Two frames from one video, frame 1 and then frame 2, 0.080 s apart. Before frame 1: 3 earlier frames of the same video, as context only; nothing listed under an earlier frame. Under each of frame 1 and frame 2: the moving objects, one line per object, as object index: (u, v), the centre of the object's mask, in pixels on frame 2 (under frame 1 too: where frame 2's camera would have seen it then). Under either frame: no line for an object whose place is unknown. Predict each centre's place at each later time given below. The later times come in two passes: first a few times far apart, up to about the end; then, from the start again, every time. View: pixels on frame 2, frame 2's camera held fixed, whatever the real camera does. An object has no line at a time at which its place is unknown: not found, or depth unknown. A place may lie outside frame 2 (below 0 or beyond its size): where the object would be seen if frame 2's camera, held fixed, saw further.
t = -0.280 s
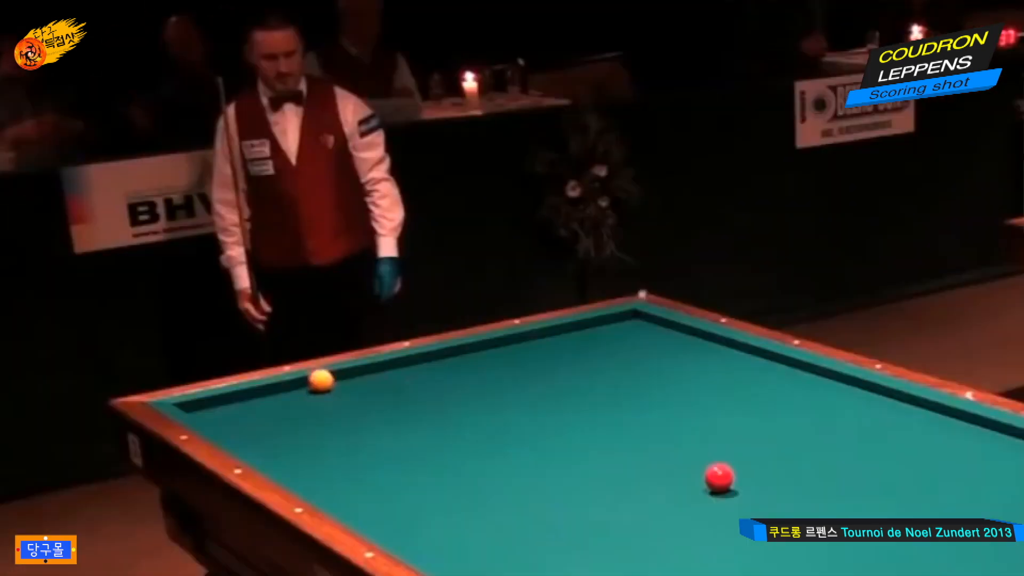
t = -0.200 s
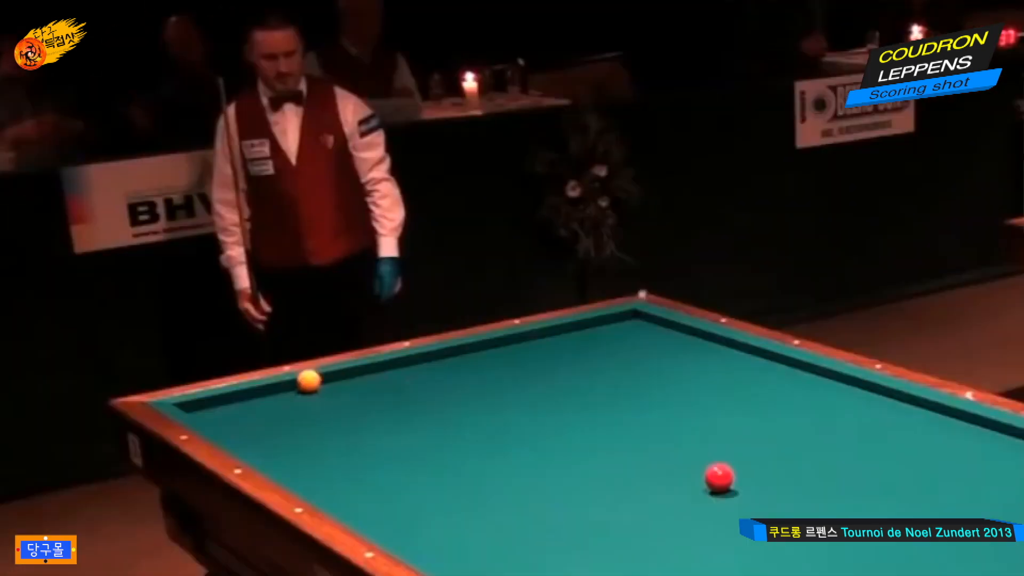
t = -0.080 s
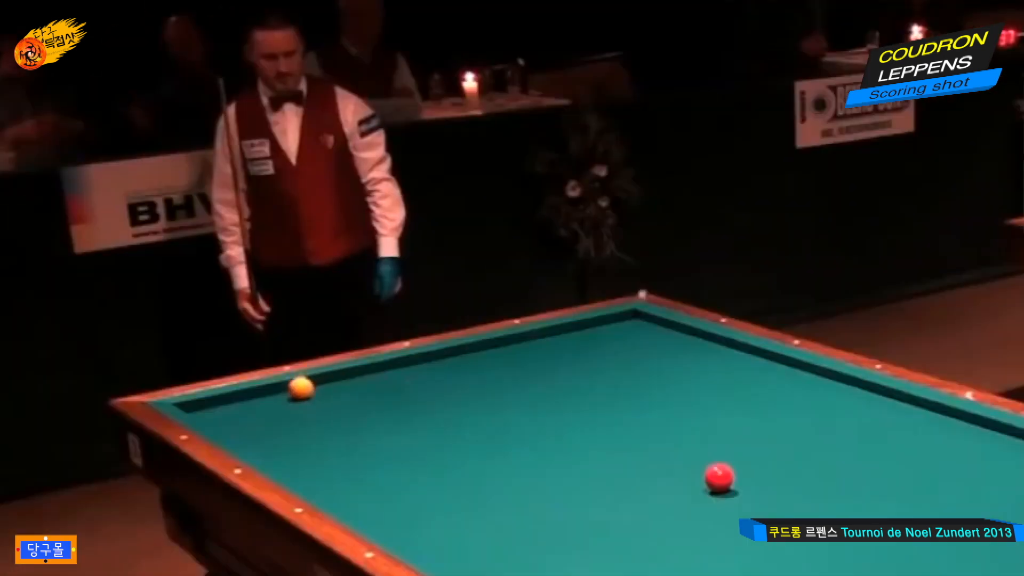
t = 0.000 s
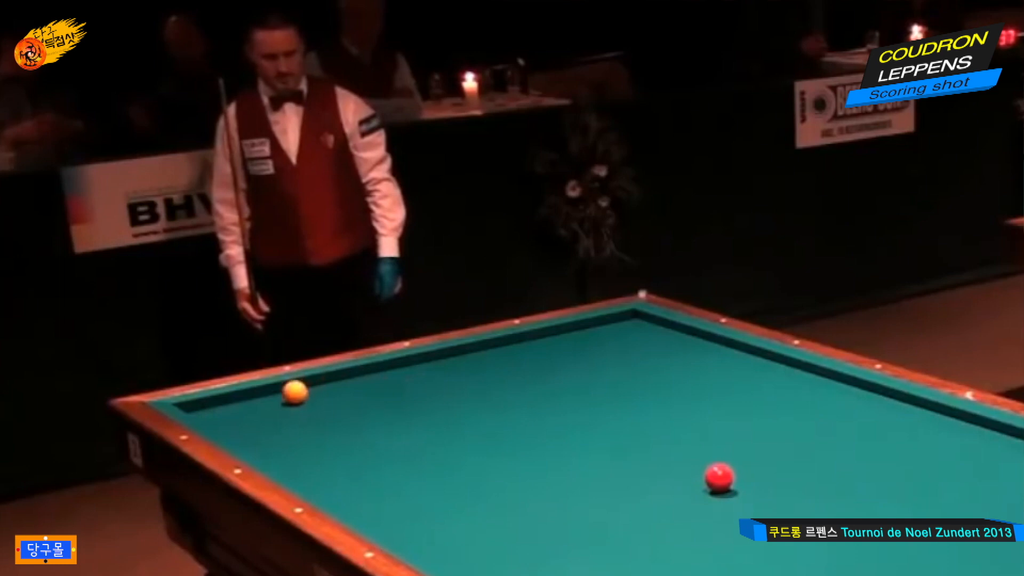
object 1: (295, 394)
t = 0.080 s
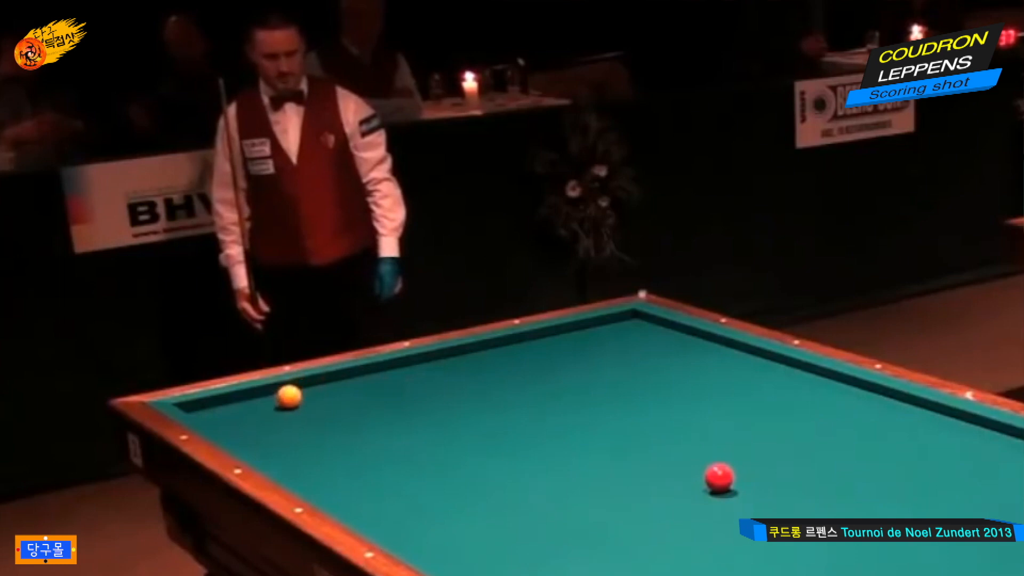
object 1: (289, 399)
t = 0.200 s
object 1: (280, 404)
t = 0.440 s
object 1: (262, 417)
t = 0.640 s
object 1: (247, 428)
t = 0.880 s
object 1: (250, 437)
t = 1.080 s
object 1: (274, 439)
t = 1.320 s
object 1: (304, 442)
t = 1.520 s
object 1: (328, 444)
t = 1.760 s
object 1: (356, 446)
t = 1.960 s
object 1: (380, 448)
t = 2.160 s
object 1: (402, 450)
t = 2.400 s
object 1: (429, 452)
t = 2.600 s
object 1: (451, 454)
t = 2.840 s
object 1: (476, 456)
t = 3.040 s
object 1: (497, 458)
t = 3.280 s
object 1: (520, 460)
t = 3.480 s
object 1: (540, 462)
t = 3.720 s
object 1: (562, 464)
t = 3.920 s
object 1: (580, 465)
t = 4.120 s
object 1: (597, 467)
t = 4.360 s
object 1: (617, 468)
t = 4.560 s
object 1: (633, 470)
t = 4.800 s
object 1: (652, 471)
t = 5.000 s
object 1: (666, 473)
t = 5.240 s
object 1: (683, 474)
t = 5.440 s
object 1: (694, 475)
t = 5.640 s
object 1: (698, 475)
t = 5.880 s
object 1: (701, 475)
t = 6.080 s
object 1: (702, 475)
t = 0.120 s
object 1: (286, 399)
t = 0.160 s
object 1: (283, 401)
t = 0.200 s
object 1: (280, 404)
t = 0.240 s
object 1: (277, 406)
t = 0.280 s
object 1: (274, 408)
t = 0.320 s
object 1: (271, 410)
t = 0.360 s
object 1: (268, 412)
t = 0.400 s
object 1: (265, 414)
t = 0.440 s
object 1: (262, 417)
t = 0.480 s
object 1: (259, 419)
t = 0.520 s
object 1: (256, 422)
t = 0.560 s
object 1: (253, 424)
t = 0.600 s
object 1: (250, 426)
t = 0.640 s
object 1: (247, 428)
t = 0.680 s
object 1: (244, 431)
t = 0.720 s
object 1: (241, 433)
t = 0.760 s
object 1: (239, 434)
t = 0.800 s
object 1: (241, 435)
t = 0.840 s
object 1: (245, 436)
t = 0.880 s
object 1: (250, 437)
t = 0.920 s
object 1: (255, 438)
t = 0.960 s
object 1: (260, 438)
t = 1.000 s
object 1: (265, 439)
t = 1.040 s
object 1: (269, 439)
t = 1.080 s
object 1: (274, 439)
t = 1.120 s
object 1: (280, 440)
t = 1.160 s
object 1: (285, 440)
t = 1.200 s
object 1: (290, 440)
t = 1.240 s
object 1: (294, 441)
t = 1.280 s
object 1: (299, 441)
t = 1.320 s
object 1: (304, 442)
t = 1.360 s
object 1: (309, 442)
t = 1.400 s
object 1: (314, 442)
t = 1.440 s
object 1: (319, 443)
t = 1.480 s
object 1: (323, 443)
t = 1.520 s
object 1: (328, 444)
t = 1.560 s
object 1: (333, 444)
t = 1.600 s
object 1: (337, 445)
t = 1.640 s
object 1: (342, 445)
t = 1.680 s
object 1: (347, 445)
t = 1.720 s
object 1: (352, 446)
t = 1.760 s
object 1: (356, 446)
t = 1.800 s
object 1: (361, 447)
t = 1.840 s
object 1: (366, 447)
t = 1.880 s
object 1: (371, 447)
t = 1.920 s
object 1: (375, 448)
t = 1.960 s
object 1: (380, 448)
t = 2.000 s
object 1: (384, 449)
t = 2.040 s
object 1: (389, 449)
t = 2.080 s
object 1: (393, 449)
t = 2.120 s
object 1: (398, 450)
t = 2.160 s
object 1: (402, 450)
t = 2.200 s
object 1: (407, 450)
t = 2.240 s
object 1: (412, 451)
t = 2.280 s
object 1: (416, 451)
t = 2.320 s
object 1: (420, 452)
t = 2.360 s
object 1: (425, 452)
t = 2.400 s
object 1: (429, 452)
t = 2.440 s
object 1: (434, 452)
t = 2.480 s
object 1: (439, 453)
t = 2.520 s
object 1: (443, 453)
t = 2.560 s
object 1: (447, 454)
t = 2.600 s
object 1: (451, 454)
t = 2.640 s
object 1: (455, 454)
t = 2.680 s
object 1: (459, 455)
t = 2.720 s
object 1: (464, 455)
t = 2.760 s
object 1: (468, 456)
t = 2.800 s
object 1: (472, 456)
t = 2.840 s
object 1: (476, 456)
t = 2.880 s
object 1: (480, 456)
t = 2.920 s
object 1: (485, 457)
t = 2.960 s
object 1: (489, 457)
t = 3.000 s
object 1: (493, 457)
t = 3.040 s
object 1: (497, 458)
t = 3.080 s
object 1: (501, 458)
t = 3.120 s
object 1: (505, 459)
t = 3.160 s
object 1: (509, 459)
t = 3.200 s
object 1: (513, 459)
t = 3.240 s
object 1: (517, 459)
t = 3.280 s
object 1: (520, 460)
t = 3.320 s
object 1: (524, 460)
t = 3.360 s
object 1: (528, 461)
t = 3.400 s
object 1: (532, 461)
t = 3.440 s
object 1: (536, 461)
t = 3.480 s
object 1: (540, 462)
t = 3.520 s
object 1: (544, 462)
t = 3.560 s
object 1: (547, 462)
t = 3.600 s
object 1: (551, 463)
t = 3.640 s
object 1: (555, 463)
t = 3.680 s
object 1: (559, 463)
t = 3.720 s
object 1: (562, 464)
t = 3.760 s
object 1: (566, 464)
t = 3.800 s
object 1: (569, 464)
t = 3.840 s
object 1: (572, 464)
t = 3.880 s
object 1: (576, 465)
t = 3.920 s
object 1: (580, 465)
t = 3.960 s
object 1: (583, 466)
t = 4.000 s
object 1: (587, 466)
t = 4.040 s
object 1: (591, 466)
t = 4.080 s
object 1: (594, 467)
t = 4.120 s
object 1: (597, 467)
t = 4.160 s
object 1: (600, 467)
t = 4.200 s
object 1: (604, 467)
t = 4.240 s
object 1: (607, 467)
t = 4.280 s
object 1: (611, 468)
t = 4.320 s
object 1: (614, 468)
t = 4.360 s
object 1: (617, 468)
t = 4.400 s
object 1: (621, 469)
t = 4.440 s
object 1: (624, 469)
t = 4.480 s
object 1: (627, 469)
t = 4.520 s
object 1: (630, 469)
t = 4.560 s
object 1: (633, 470)
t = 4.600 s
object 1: (637, 470)
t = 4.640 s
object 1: (640, 470)
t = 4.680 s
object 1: (643, 471)
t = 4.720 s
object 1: (646, 471)
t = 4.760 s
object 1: (649, 471)
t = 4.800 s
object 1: (652, 471)
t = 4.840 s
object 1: (655, 472)
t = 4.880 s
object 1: (657, 472)
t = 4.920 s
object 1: (661, 472)
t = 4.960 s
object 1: (664, 472)
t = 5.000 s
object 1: (666, 473)
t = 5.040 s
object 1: (669, 473)
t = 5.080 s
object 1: (672, 473)
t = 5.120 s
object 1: (675, 474)
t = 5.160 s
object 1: (678, 474)
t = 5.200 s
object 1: (680, 474)
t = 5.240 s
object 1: (683, 474)
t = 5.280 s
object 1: (686, 474)
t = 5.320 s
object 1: (688, 475)
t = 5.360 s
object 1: (690, 475)
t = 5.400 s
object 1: (693, 475)
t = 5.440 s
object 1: (694, 475)
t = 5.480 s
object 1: (695, 475)
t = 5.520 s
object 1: (696, 475)
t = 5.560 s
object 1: (697, 475)
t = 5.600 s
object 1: (697, 475)
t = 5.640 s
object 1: (698, 475)
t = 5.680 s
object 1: (699, 475)
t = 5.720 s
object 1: (699, 475)
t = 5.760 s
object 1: (700, 475)
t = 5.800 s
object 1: (700, 475)
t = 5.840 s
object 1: (701, 475)
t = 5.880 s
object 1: (701, 475)
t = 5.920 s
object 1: (701, 475)
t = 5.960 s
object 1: (702, 475)
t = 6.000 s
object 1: (702, 475)
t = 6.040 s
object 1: (702, 475)
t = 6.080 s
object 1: (702, 475)
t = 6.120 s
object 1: (702, 475)
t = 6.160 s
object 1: (702, 475)
